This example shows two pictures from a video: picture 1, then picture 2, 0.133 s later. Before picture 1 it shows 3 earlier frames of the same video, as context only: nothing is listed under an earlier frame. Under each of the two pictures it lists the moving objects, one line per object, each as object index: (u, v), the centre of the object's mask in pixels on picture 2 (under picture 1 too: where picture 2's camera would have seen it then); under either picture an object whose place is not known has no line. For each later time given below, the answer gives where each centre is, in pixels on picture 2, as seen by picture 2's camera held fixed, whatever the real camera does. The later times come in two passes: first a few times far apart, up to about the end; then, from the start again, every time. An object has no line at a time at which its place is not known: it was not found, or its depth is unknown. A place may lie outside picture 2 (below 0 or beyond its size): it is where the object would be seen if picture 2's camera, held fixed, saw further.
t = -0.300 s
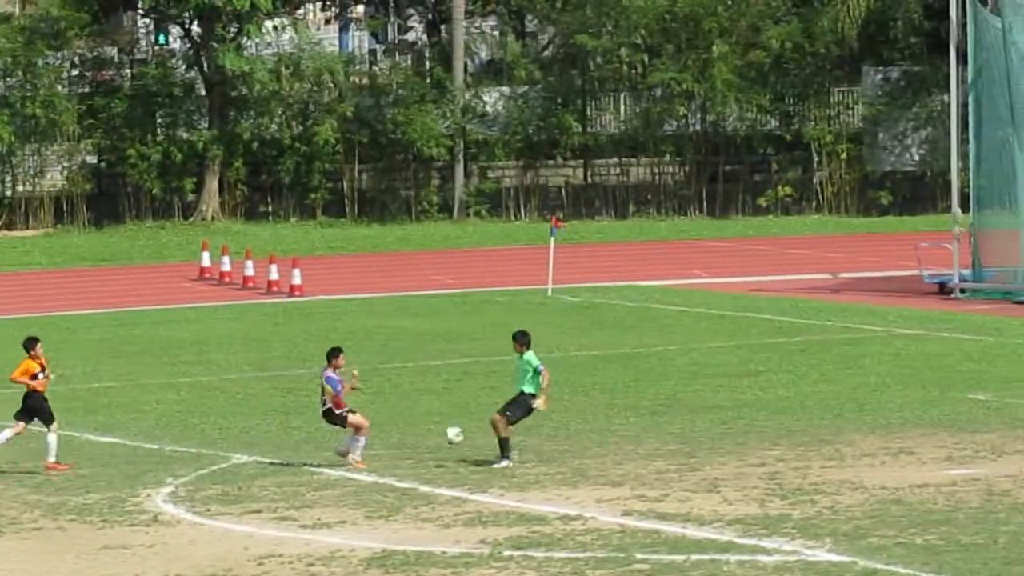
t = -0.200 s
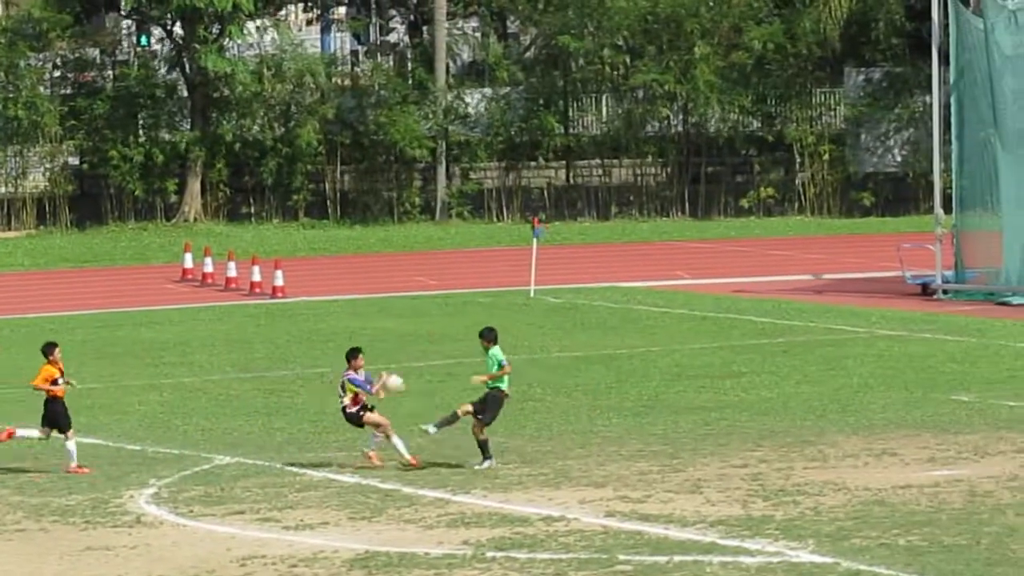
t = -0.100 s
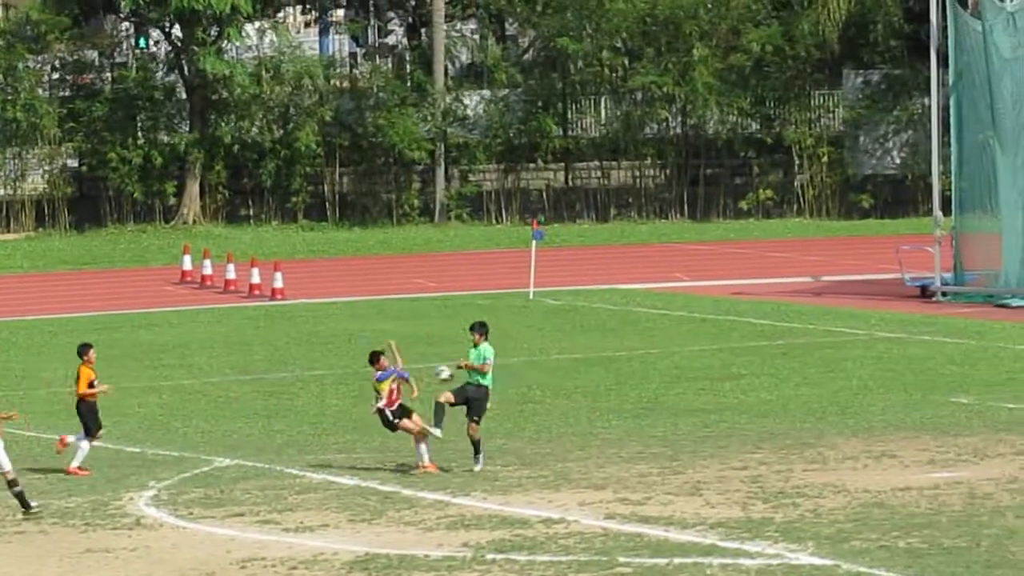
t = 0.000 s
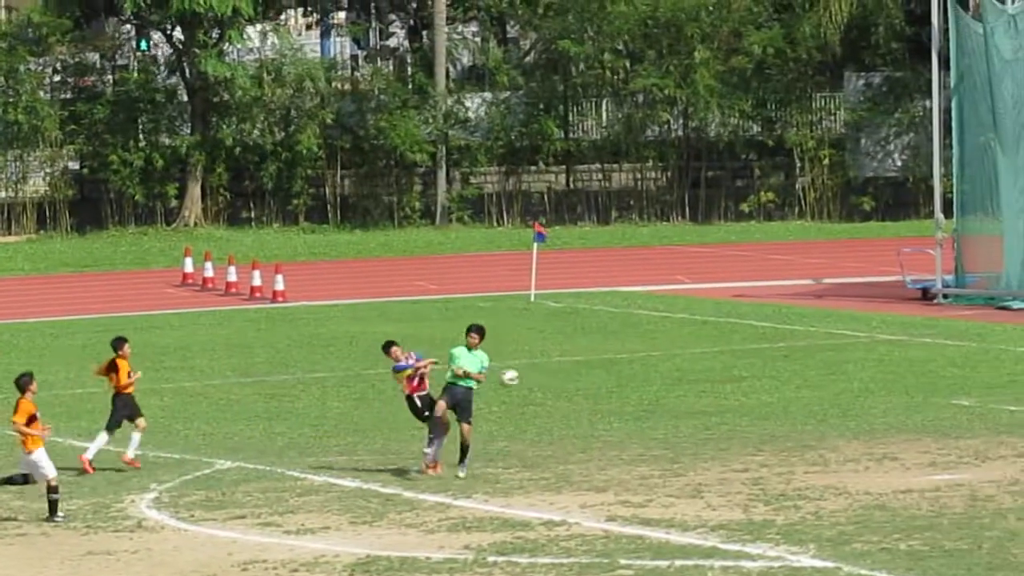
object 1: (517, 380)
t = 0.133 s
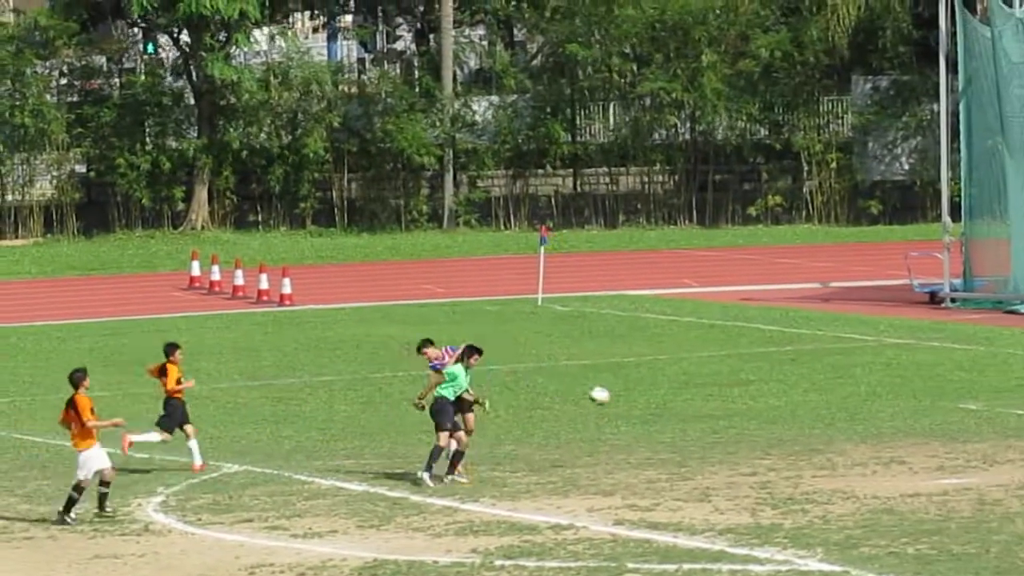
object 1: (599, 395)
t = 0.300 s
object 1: (700, 433)
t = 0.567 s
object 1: (803, 405)
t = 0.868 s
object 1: (894, 390)
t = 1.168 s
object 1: (985, 436)
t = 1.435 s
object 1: (1058, 392)
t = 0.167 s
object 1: (621, 400)
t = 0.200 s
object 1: (640, 408)
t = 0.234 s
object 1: (661, 415)
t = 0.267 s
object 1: (681, 422)
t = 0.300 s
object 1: (700, 433)
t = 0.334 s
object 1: (721, 442)
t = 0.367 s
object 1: (742, 454)
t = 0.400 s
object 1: (752, 448)
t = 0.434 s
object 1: (763, 437)
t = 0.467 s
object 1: (773, 428)
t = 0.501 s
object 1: (783, 419)
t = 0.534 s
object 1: (793, 412)
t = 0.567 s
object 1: (803, 405)
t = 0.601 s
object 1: (814, 400)
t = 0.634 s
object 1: (824, 395)
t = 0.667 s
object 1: (834, 392)
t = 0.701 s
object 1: (844, 389)
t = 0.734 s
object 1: (854, 388)
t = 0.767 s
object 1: (864, 386)
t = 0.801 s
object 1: (875, 387)
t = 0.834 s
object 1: (885, 387)
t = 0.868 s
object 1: (894, 390)
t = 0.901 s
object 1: (904, 392)
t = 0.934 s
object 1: (915, 396)
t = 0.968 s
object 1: (925, 401)
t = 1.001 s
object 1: (934, 408)
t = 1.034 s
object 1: (946, 414)
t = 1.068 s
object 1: (955, 421)
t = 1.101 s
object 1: (966, 430)
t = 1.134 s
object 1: (976, 440)
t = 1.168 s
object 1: (985, 436)
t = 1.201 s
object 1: (994, 427)
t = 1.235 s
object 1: (1004, 420)
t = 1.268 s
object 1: (1012, 413)
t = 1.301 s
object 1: (1022, 406)
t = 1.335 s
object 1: (1030, 401)
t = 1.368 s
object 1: (1039, 397)
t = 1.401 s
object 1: (1050, 394)
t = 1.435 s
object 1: (1058, 392)
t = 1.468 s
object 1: (1068, 390)
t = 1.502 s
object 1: (1076, 390)
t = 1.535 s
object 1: (1086, 391)
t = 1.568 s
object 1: (1097, 393)
